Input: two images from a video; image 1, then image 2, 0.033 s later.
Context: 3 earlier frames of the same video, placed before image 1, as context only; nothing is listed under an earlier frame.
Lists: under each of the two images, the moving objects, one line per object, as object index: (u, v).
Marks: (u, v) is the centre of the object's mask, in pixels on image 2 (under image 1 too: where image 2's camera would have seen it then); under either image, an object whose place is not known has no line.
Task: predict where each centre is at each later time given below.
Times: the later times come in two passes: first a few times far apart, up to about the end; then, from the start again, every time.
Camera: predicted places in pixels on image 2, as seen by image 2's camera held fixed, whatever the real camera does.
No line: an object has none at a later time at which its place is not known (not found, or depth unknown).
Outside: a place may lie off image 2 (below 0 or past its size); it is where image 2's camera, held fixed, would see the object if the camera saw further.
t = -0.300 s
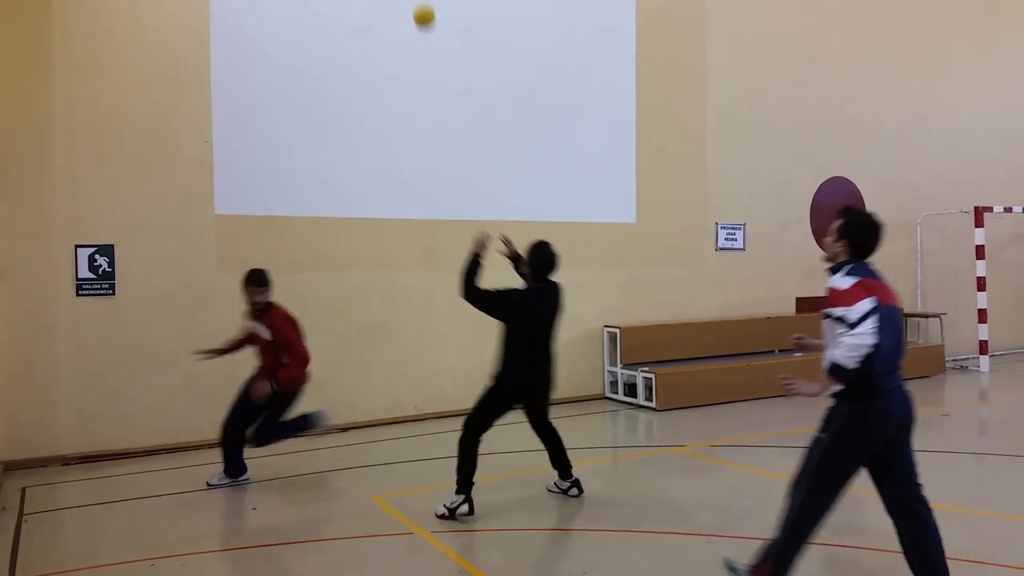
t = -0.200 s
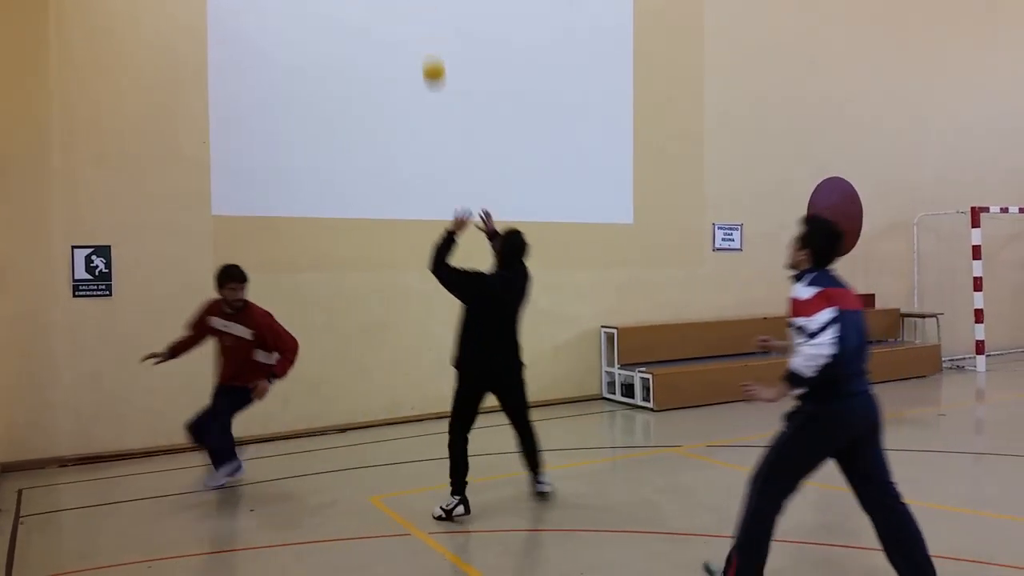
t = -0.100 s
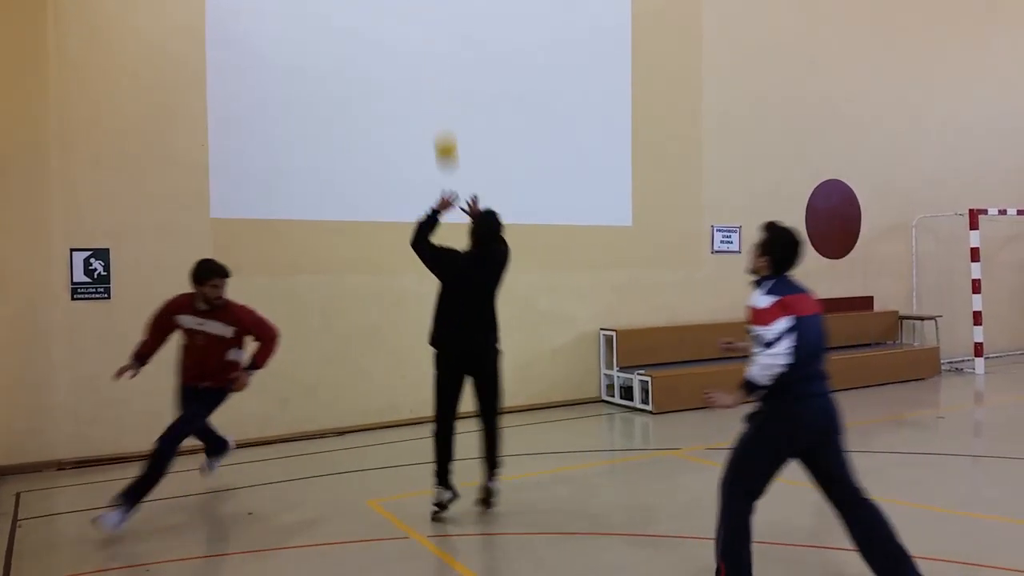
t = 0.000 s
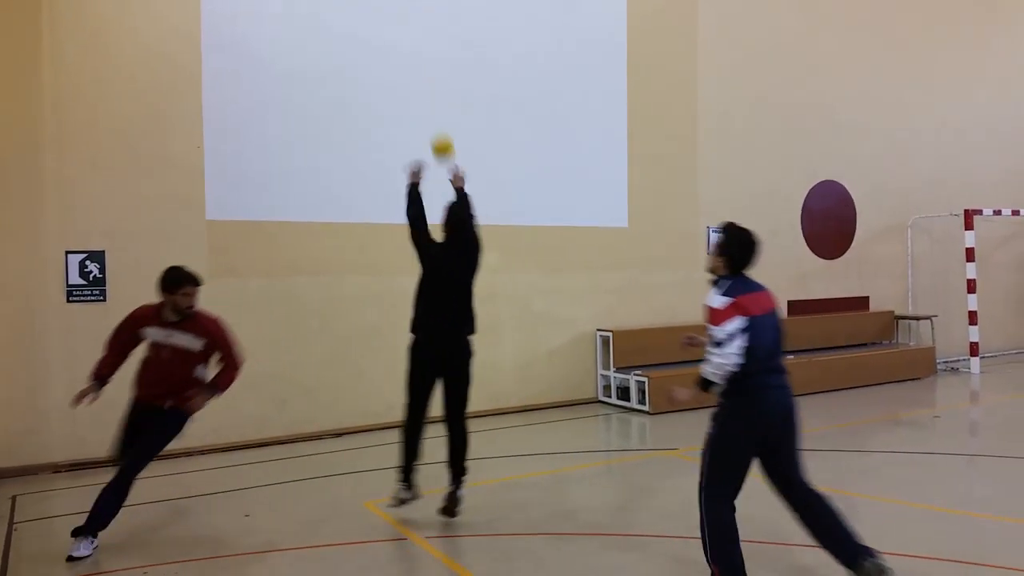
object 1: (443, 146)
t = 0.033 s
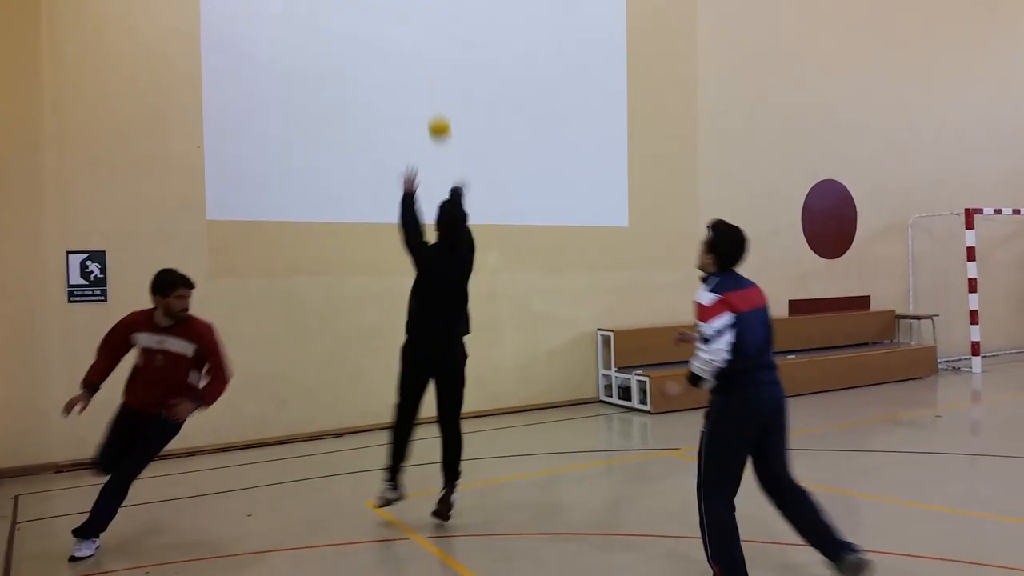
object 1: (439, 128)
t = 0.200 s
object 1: (426, 72)
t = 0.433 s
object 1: (416, 65)
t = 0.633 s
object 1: (456, 74)
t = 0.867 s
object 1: (517, 142)
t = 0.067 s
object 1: (436, 111)
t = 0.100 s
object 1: (433, 98)
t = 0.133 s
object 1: (431, 88)
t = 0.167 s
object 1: (429, 79)
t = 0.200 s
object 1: (426, 72)
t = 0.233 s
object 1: (424, 66)
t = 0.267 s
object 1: (423, 63)
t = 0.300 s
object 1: (421, 60)
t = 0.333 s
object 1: (419, 59)
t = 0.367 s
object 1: (417, 60)
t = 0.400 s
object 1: (416, 62)
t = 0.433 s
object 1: (416, 65)
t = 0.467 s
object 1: (419, 66)
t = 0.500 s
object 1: (425, 65)
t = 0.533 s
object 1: (432, 65)
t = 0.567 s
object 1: (440, 67)
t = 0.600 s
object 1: (448, 70)
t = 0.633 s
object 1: (456, 74)
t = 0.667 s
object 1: (464, 79)
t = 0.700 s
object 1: (472, 86)
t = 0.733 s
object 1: (481, 95)
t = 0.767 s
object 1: (490, 104)
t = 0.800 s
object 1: (499, 115)
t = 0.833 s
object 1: (508, 128)
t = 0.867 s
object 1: (517, 142)
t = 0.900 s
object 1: (527, 157)
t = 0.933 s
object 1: (536, 174)
